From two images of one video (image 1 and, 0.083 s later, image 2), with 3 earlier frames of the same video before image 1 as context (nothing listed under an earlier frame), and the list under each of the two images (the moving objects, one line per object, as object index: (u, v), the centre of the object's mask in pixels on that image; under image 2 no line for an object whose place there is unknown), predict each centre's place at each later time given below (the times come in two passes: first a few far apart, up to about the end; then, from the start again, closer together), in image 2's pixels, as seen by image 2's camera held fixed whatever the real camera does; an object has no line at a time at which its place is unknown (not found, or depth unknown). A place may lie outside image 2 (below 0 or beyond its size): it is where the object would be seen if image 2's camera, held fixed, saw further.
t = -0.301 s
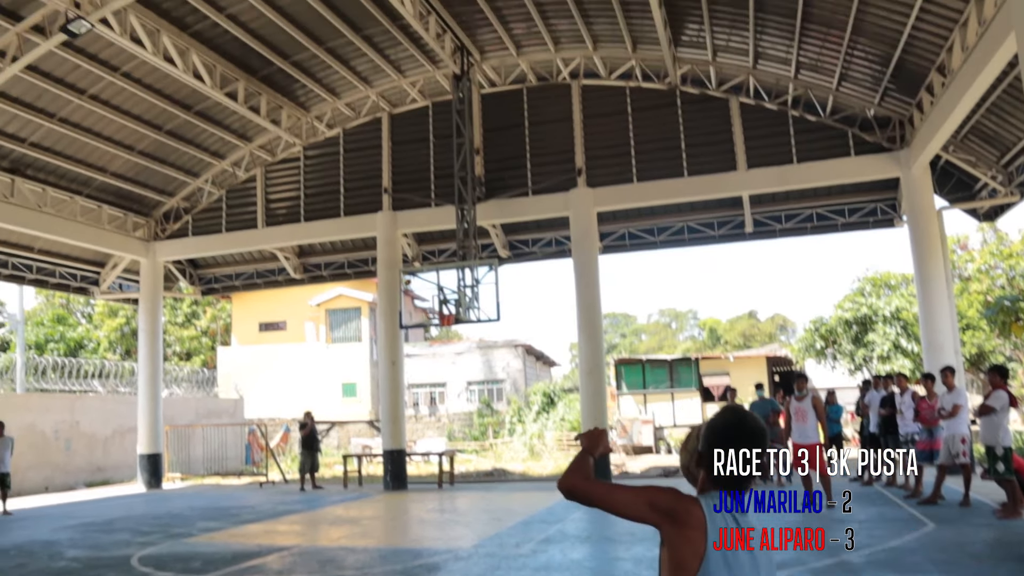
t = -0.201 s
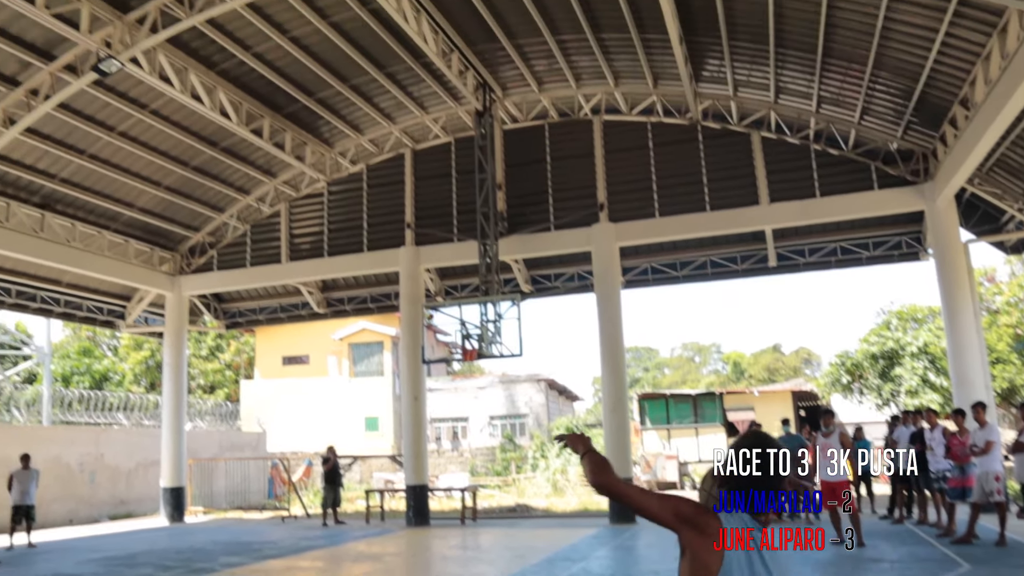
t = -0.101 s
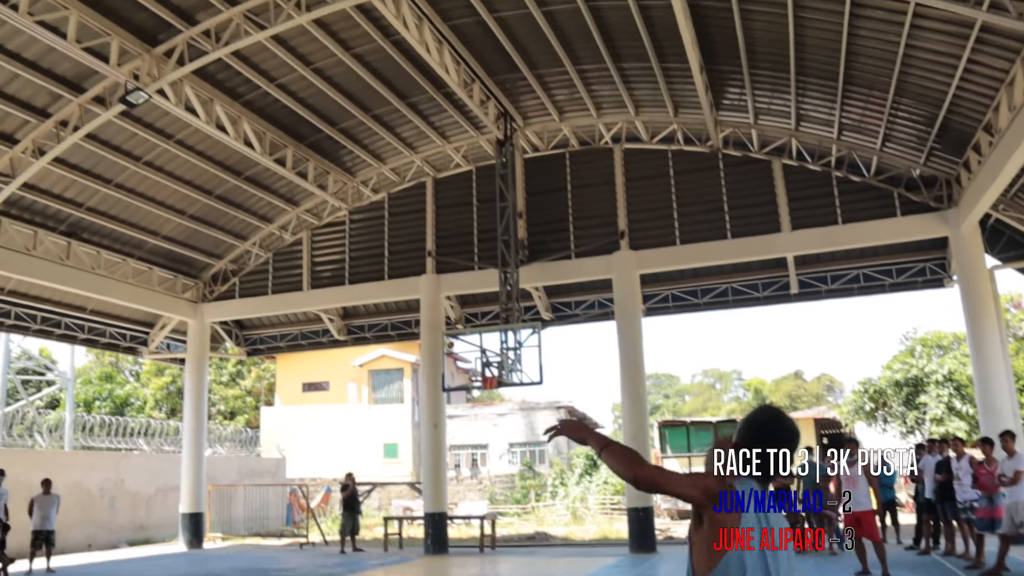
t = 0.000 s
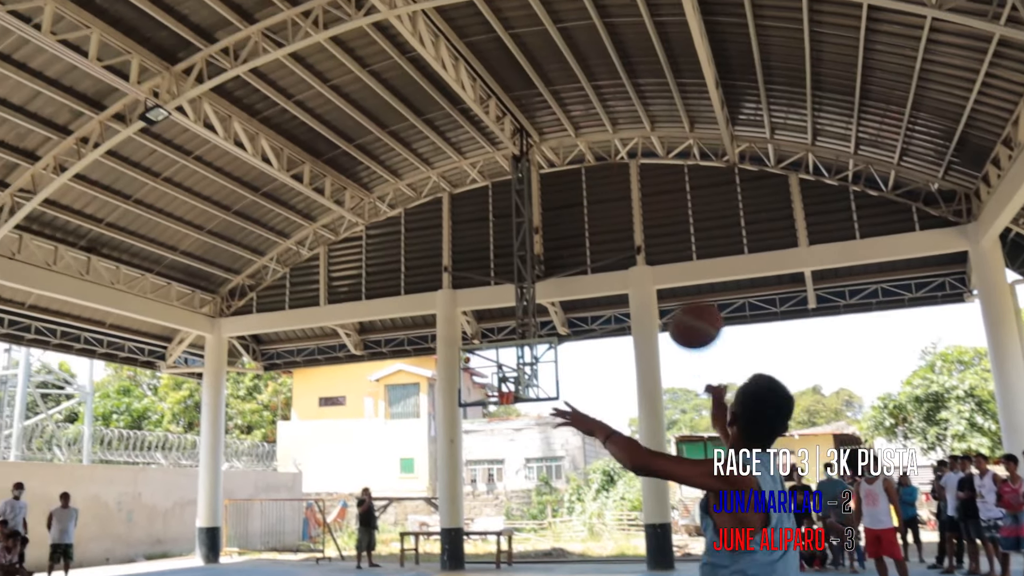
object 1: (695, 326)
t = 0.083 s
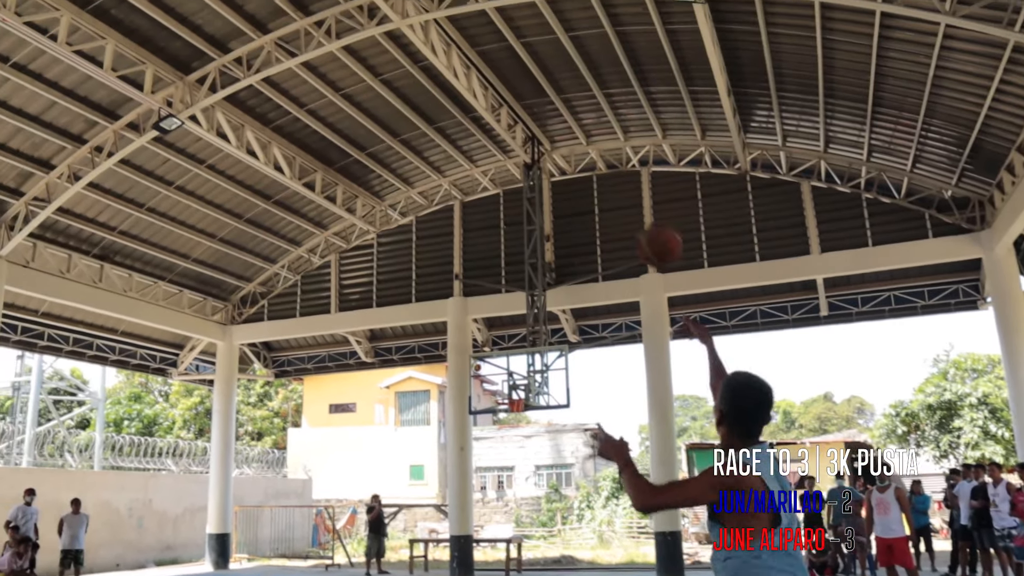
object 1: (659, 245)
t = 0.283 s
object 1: (593, 152)
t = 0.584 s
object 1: (548, 143)
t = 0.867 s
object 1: (527, 194)
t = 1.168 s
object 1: (513, 288)
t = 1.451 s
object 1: (505, 403)
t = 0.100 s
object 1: (652, 233)
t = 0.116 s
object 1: (645, 220)
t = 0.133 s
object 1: (638, 211)
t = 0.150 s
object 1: (632, 202)
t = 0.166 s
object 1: (625, 192)
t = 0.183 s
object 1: (621, 184)
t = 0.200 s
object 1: (615, 178)
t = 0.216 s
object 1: (610, 171)
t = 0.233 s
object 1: (605, 165)
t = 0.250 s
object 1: (601, 160)
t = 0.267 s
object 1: (597, 156)
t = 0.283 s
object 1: (593, 152)
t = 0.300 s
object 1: (589, 149)
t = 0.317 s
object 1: (585, 146)
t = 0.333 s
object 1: (582, 143)
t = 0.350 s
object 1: (579, 141)
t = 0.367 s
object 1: (576, 139)
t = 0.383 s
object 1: (575, 138)
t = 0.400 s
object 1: (571, 137)
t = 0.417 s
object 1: (568, 136)
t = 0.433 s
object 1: (565, 136)
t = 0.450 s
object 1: (563, 135)
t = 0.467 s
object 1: (562, 135)
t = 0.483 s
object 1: (560, 136)
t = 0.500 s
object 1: (557, 138)
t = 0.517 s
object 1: (555, 138)
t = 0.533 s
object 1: (553, 139)
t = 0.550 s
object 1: (552, 140)
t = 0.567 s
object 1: (549, 142)
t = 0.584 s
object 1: (548, 143)
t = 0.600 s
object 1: (547, 145)
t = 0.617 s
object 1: (545, 147)
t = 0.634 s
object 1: (544, 149)
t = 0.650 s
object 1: (542, 152)
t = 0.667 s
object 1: (541, 155)
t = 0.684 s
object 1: (539, 157)
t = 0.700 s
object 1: (538, 160)
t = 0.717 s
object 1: (537, 163)
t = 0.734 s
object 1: (536, 166)
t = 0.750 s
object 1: (535, 170)
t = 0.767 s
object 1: (534, 172)
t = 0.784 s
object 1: (533, 173)
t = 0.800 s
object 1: (532, 176)
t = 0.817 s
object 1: (531, 180)
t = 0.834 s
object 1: (529, 186)
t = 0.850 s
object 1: (528, 191)
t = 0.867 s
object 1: (527, 194)
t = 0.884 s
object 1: (526, 199)
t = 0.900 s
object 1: (525, 205)
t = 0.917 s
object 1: (524, 208)
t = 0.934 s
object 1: (523, 214)
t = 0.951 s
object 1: (524, 215)
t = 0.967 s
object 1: (521, 224)
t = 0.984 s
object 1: (521, 228)
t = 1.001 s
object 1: (521, 233)
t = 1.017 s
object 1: (519, 236)
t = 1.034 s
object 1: (518, 244)
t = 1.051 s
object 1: (518, 245)
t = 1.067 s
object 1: (518, 253)
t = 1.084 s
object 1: (517, 260)
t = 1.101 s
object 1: (517, 263)
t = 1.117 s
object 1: (517, 269)
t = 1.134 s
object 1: (518, 273)
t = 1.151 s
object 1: (516, 280)
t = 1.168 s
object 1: (513, 288)
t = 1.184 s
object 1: (513, 292)
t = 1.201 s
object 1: (513, 298)
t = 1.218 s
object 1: (512, 304)
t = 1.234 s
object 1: (511, 312)
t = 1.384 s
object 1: (507, 374)
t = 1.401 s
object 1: (507, 380)
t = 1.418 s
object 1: (506, 389)
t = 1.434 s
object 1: (505, 396)
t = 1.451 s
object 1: (505, 403)
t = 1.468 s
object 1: (504, 406)
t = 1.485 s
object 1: (504, 415)
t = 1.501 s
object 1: (503, 417)
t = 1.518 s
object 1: (505, 419)
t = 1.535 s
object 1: (509, 414)
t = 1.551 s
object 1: (505, 422)
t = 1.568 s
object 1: (510, 418)
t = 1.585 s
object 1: (510, 420)
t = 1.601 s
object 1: (511, 423)
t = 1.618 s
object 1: (511, 425)
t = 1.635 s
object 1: (511, 428)
